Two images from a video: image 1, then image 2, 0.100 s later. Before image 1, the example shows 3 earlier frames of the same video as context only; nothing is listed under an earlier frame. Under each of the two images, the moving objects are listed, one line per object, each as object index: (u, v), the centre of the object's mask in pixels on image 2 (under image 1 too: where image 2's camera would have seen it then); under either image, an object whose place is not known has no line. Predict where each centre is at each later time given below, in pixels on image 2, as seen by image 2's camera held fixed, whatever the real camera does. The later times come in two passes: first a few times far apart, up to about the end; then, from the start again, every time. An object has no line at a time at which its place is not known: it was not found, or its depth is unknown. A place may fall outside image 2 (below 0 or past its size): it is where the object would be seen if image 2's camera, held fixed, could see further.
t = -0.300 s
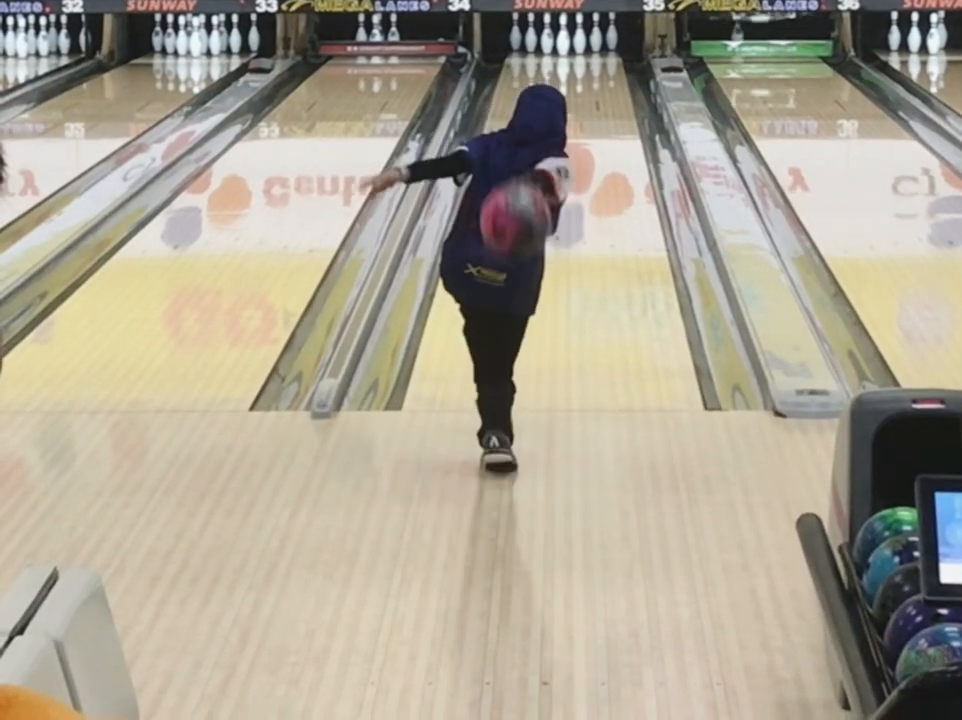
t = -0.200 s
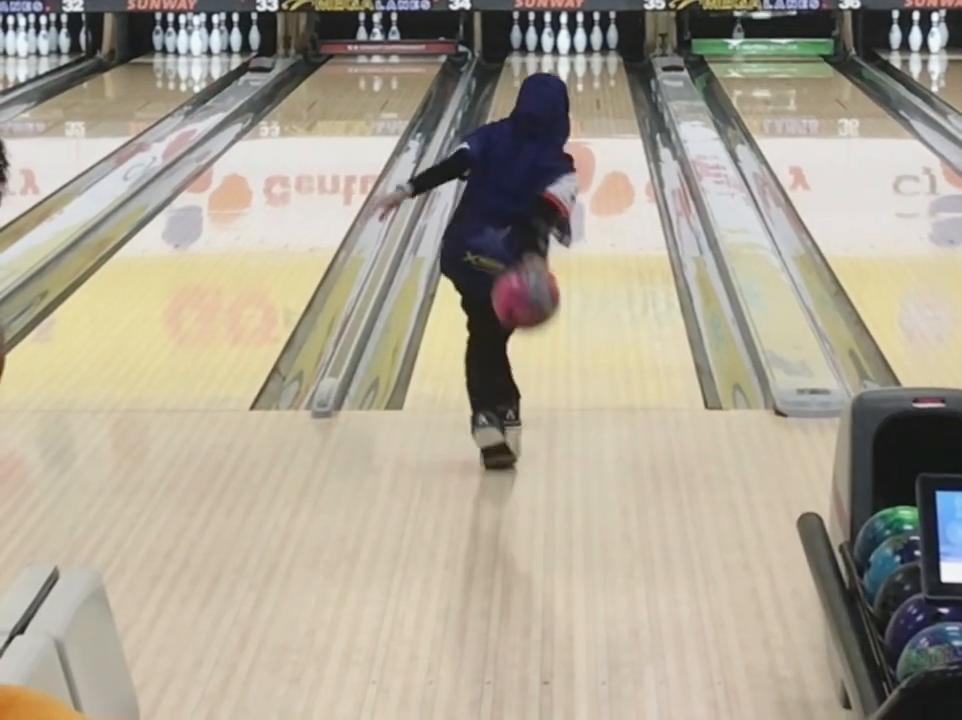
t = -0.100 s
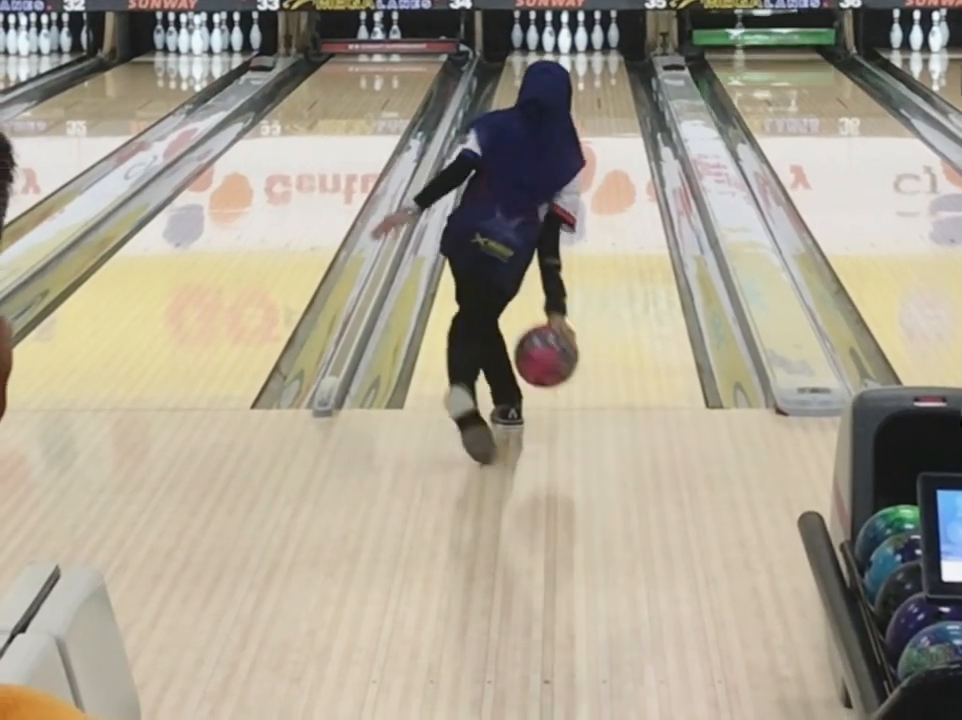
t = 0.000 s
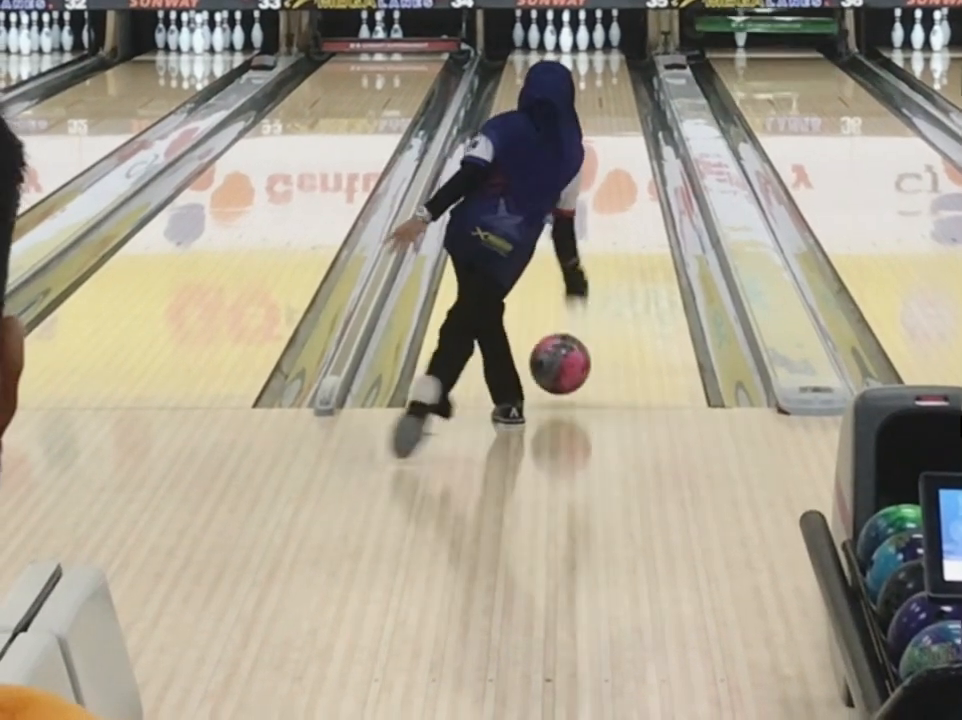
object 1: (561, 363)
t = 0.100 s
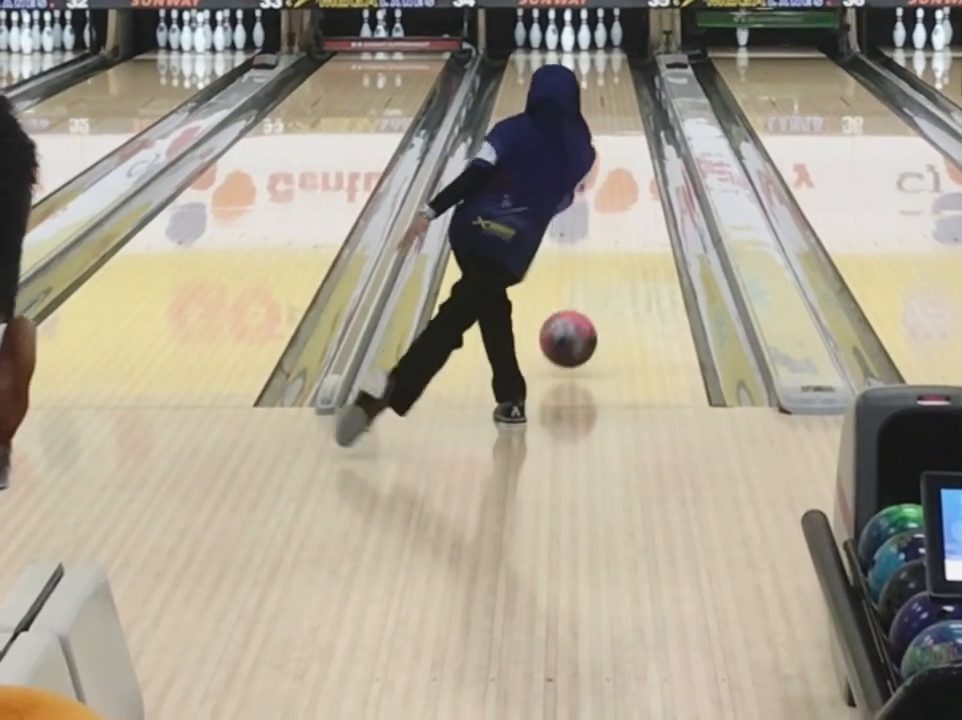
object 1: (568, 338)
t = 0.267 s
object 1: (576, 304)
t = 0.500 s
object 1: (586, 256)
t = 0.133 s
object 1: (570, 330)
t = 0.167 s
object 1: (571, 326)
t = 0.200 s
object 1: (573, 319)
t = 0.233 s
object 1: (575, 312)
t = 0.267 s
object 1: (576, 304)
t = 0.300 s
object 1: (578, 297)
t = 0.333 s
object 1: (579, 289)
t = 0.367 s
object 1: (581, 282)
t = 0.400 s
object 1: (582, 275)
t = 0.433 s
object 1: (583, 269)
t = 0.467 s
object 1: (585, 262)
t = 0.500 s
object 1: (586, 256)
